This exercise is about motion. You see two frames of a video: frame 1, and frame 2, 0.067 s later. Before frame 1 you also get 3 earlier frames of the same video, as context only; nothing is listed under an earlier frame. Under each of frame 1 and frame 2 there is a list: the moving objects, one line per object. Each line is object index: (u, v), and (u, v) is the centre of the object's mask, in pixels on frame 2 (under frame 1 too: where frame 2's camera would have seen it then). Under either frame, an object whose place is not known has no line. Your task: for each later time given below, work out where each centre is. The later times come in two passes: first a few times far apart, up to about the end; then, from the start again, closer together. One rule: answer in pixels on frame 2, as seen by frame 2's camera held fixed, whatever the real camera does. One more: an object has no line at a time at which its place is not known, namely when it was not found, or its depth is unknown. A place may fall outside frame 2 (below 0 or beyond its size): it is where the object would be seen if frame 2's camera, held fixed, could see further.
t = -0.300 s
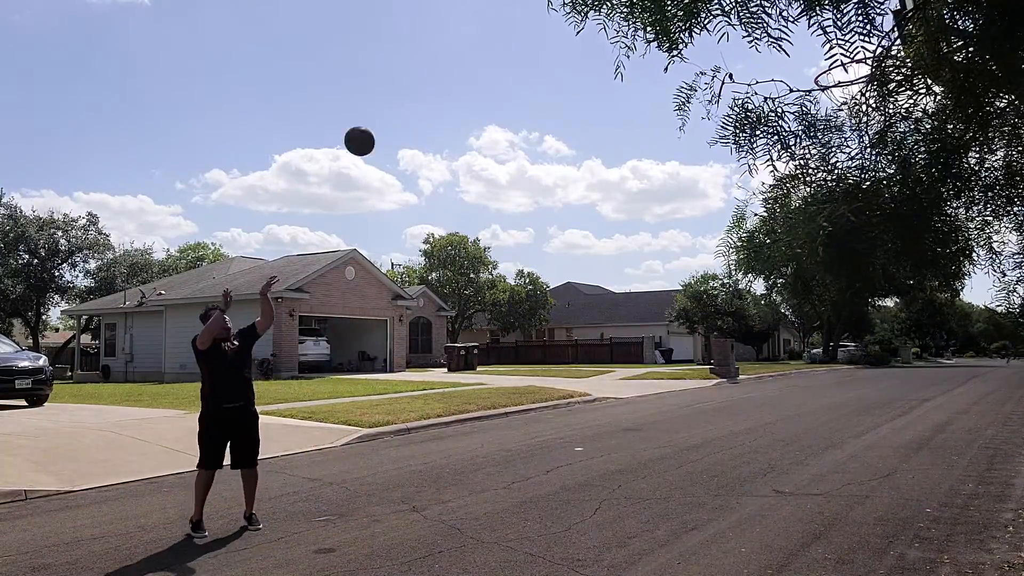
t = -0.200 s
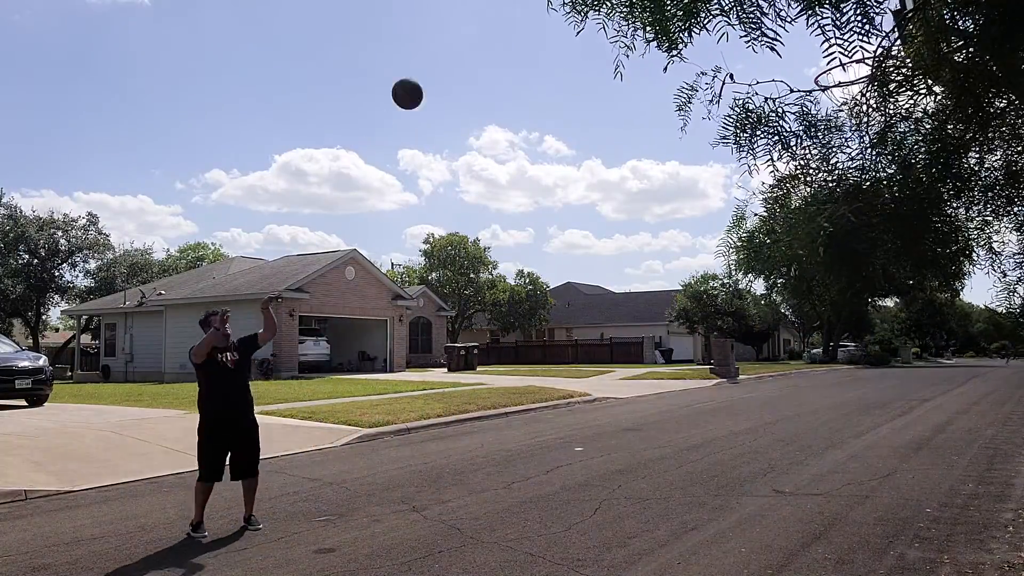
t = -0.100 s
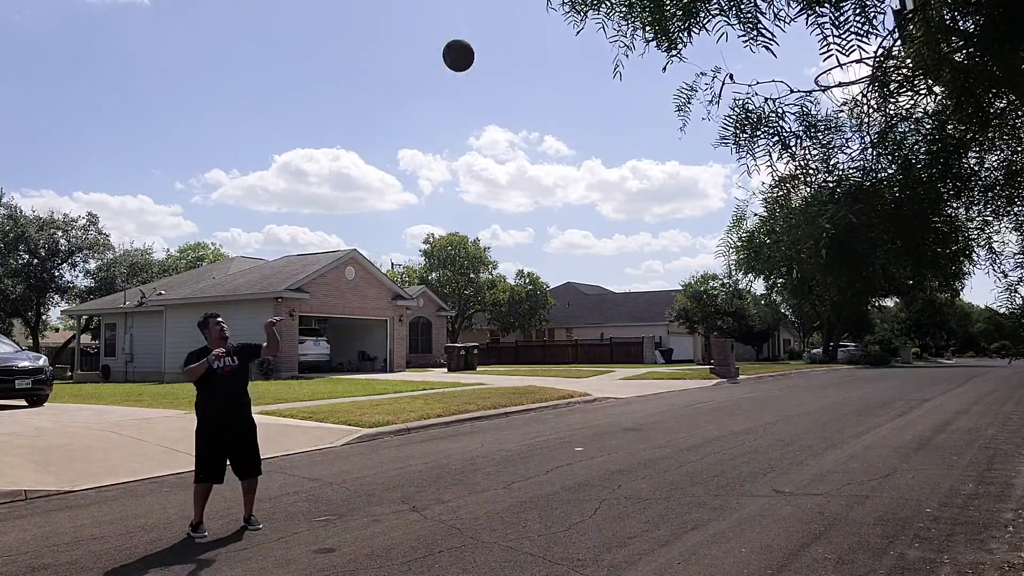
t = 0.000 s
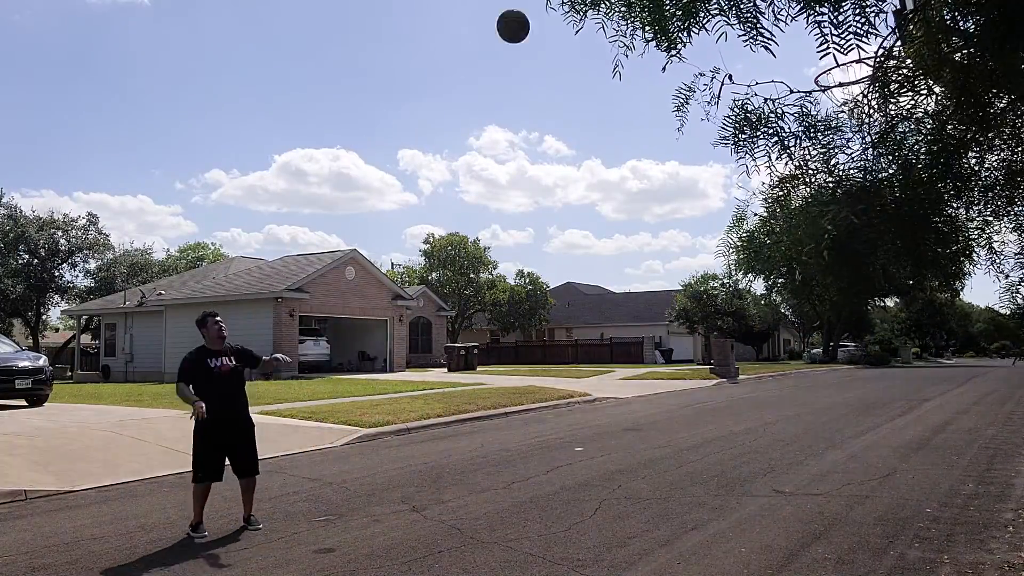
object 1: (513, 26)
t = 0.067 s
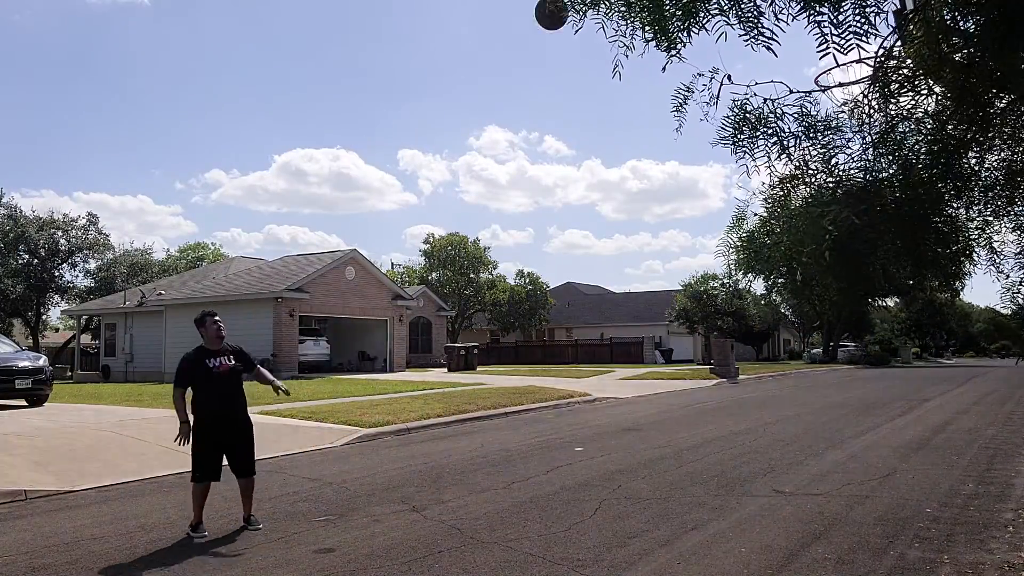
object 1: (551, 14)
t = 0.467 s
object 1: (836, 58)
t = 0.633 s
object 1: (848, 67)
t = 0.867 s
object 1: (824, 79)
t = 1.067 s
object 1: (816, 146)
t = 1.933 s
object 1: (783, 315)
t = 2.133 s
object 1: (767, 272)
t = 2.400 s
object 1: (750, 269)
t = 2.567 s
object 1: (751, 307)
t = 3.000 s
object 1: (739, 448)
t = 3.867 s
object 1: (720, 386)
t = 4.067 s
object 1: (720, 462)
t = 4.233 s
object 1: (715, 403)
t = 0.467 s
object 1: (836, 58)
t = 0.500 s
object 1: (858, 67)
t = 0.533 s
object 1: (874, 67)
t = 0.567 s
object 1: (877, 66)
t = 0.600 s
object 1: (865, 65)
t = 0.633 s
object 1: (848, 67)
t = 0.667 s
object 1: (836, 68)
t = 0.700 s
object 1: (833, 66)
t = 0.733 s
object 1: (831, 65)
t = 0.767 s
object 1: (829, 67)
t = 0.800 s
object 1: (827, 68)
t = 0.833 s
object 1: (826, 73)
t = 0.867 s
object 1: (824, 79)
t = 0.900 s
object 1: (822, 87)
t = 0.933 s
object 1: (821, 96)
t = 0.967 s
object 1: (820, 107)
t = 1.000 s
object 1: (819, 119)
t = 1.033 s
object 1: (818, 132)
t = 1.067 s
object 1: (816, 146)
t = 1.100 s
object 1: (816, 163)
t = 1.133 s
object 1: (816, 179)
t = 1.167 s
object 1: (812, 193)
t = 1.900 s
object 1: (785, 327)
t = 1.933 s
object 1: (783, 315)
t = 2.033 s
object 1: (776, 285)
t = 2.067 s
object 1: (770, 279)
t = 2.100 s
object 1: (770, 277)
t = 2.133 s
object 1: (767, 272)
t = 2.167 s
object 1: (753, 257)
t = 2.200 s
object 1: (742, 262)
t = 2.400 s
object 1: (750, 269)
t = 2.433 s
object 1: (753, 276)
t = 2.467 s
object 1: (754, 281)
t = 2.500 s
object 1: (754, 288)
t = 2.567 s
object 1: (751, 307)
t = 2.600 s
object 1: (750, 317)
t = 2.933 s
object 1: (742, 483)
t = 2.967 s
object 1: (740, 466)
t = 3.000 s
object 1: (739, 448)
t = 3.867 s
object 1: (720, 386)
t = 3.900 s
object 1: (720, 398)
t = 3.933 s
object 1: (720, 411)
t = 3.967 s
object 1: (720, 424)
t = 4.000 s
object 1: (720, 439)
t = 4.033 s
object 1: (720, 454)
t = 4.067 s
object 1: (720, 462)
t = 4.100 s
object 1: (719, 448)
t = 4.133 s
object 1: (718, 435)
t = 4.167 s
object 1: (717, 423)
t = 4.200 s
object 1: (716, 413)
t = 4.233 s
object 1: (715, 403)
